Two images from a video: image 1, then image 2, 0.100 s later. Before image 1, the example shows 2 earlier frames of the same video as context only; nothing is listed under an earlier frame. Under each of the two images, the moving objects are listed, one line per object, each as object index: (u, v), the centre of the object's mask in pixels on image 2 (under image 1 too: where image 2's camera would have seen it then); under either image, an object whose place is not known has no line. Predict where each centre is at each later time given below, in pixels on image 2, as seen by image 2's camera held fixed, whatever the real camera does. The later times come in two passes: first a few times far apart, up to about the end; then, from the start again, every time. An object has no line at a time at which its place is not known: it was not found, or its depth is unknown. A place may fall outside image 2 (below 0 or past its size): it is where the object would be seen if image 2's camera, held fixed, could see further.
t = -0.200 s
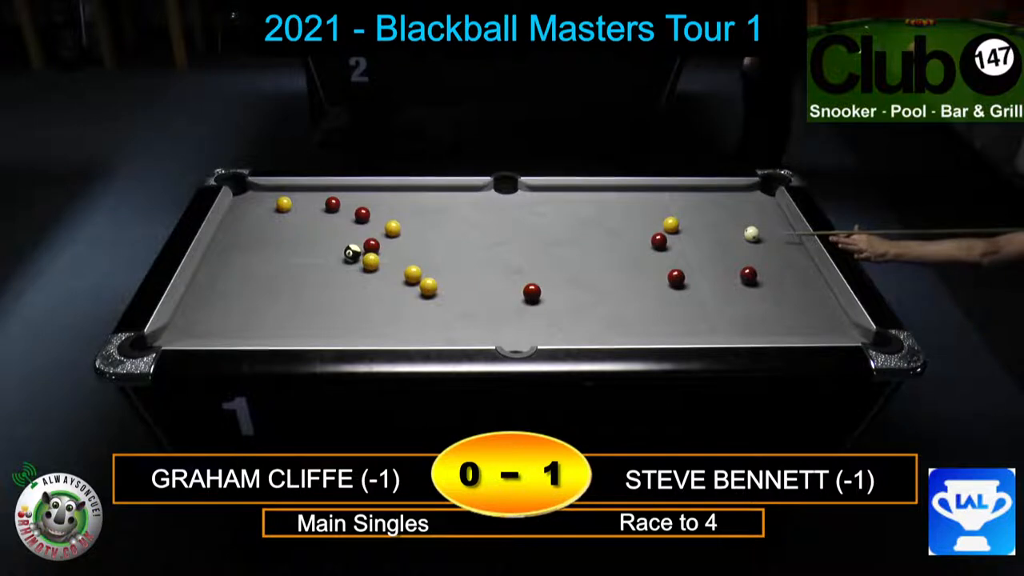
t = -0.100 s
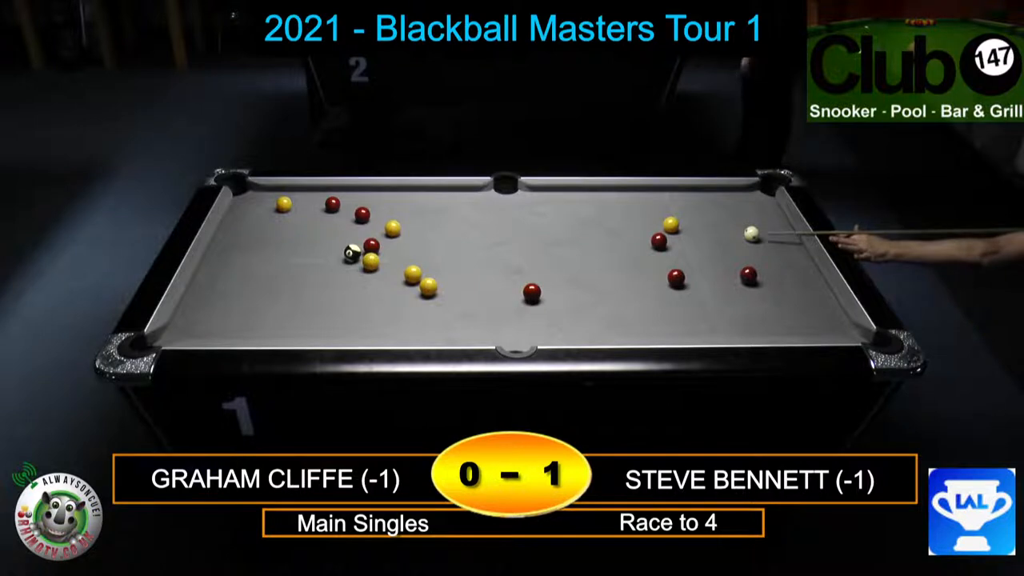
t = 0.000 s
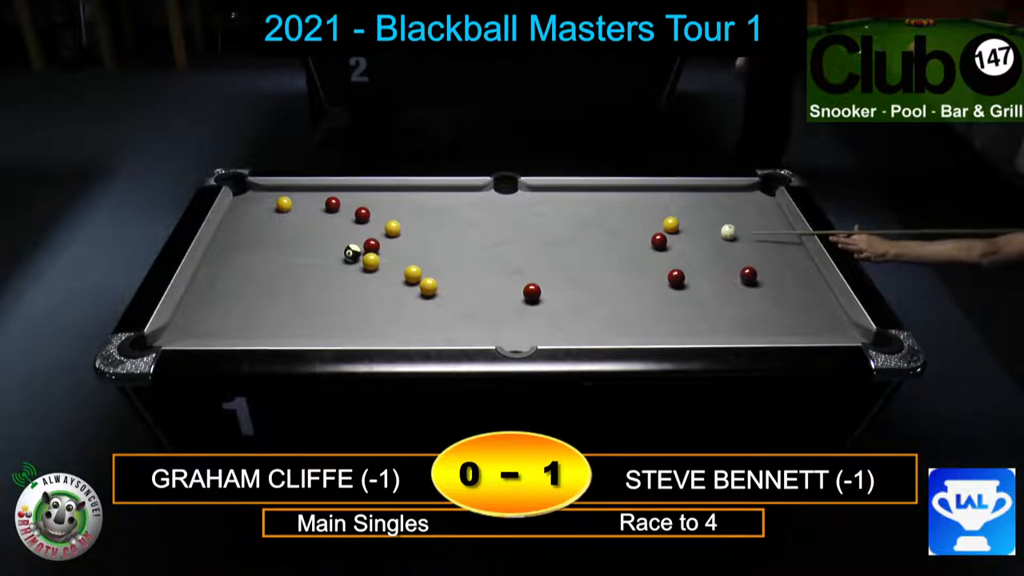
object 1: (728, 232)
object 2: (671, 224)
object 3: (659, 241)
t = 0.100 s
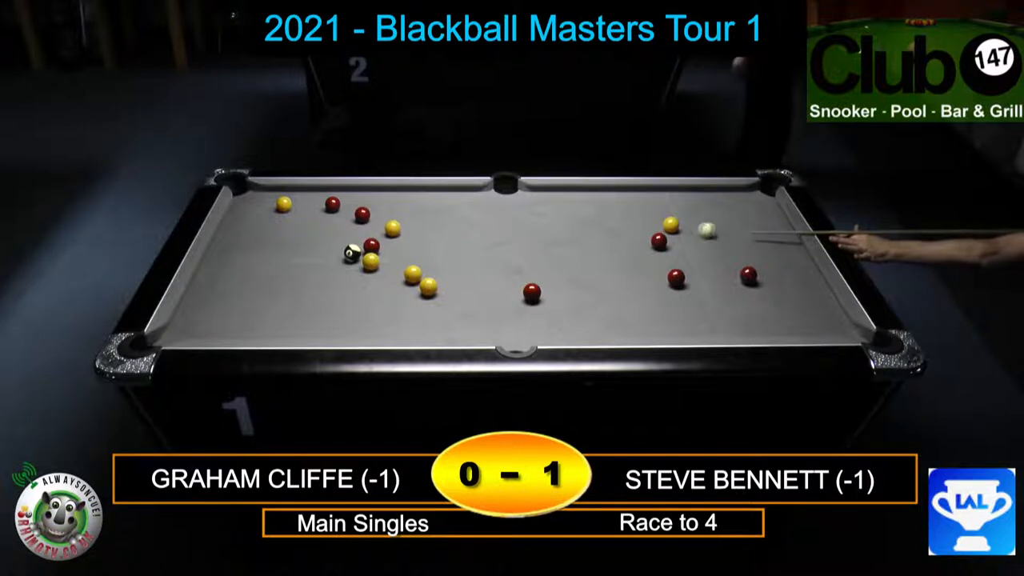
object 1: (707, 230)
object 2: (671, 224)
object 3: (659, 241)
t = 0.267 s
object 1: (683, 231)
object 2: (660, 222)
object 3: (659, 241)
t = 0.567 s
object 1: (669, 236)
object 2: (623, 213)
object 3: (657, 242)
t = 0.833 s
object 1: (666, 236)
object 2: (596, 208)
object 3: (650, 245)
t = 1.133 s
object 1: (666, 237)
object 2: (567, 201)
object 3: (644, 248)
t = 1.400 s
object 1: (666, 237)
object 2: (543, 196)
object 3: (639, 251)
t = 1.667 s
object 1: (666, 237)
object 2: (523, 192)
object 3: (636, 252)
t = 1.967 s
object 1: (666, 237)
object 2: (499, 187)
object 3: (634, 253)
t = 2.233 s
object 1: (666, 236)
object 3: (633, 254)
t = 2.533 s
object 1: (666, 236)
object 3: (633, 253)
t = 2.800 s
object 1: (666, 236)
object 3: (633, 253)
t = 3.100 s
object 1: (666, 236)
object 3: (633, 253)
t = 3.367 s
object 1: (666, 236)
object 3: (633, 253)
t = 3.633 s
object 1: (666, 236)
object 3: (633, 253)
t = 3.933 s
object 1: (666, 236)
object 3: (633, 253)
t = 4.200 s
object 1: (665, 236)
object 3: (633, 253)
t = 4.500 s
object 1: (665, 236)
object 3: (633, 253)
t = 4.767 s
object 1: (666, 236)
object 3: (633, 253)
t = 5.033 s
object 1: (665, 236)
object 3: (633, 253)
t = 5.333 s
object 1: (665, 236)
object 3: (633, 253)
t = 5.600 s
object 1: (665, 236)
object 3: (633, 253)
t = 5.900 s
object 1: (666, 236)
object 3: (633, 253)
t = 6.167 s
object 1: (666, 236)
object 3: (633, 253)
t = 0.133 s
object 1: (698, 229)
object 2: (671, 224)
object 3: (659, 241)
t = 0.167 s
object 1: (688, 229)
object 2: (671, 224)
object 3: (659, 241)
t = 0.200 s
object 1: (686, 229)
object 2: (668, 224)
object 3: (659, 241)
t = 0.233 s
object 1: (685, 230)
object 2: (664, 223)
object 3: (659, 241)
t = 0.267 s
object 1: (683, 231)
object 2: (660, 222)
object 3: (659, 241)
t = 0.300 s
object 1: (681, 232)
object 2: (656, 221)
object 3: (659, 241)
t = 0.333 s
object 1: (679, 233)
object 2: (650, 220)
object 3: (659, 241)
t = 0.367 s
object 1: (677, 233)
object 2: (646, 219)
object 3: (659, 241)
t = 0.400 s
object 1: (674, 234)
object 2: (642, 218)
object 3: (659, 241)
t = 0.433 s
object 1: (673, 234)
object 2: (640, 217)
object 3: (659, 241)
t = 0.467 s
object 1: (672, 235)
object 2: (637, 216)
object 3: (659, 241)
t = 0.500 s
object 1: (671, 235)
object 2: (632, 215)
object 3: (659, 241)
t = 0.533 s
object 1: (670, 236)
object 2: (627, 214)
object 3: (658, 242)
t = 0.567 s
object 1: (669, 236)
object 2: (623, 213)
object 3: (657, 242)
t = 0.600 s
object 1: (668, 236)
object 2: (620, 213)
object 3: (656, 243)
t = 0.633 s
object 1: (668, 236)
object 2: (618, 212)
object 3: (655, 243)
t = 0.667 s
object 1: (668, 236)
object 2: (614, 211)
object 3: (654, 243)
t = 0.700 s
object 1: (667, 236)
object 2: (610, 211)
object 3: (653, 243)
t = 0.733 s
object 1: (667, 236)
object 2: (606, 209)
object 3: (652, 244)
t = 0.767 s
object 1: (666, 236)
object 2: (602, 209)
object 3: (651, 244)
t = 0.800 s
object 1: (666, 236)
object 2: (599, 208)
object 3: (650, 245)
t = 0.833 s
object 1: (666, 236)
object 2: (596, 208)
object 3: (650, 245)
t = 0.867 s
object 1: (666, 236)
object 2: (594, 207)
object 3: (649, 245)
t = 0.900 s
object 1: (666, 236)
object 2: (590, 206)
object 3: (648, 246)
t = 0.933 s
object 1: (666, 236)
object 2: (586, 205)
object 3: (648, 246)
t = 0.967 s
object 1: (666, 236)
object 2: (582, 204)
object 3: (647, 247)
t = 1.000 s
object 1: (666, 236)
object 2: (579, 203)
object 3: (646, 247)
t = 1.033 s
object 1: (666, 237)
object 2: (577, 203)
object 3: (646, 247)
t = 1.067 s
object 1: (666, 236)
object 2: (574, 202)
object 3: (645, 247)
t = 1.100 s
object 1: (666, 237)
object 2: (570, 202)
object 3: (644, 248)
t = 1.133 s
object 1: (666, 237)
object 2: (567, 201)
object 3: (644, 248)
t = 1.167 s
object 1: (666, 237)
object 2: (563, 201)
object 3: (643, 249)
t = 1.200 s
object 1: (666, 237)
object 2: (560, 200)
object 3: (642, 249)
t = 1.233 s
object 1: (666, 237)
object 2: (558, 199)
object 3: (642, 249)
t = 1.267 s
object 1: (666, 237)
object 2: (556, 199)
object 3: (642, 249)
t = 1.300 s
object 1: (666, 237)
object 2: (552, 198)
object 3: (641, 249)
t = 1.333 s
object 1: (666, 237)
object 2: (549, 197)
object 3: (640, 250)
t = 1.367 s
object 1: (666, 237)
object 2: (545, 196)
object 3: (640, 250)
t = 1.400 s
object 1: (666, 237)
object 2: (543, 196)
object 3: (639, 251)
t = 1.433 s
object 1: (666, 237)
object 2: (541, 195)
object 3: (639, 251)
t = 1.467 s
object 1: (666, 237)
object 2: (539, 195)
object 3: (639, 251)
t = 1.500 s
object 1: (666, 237)
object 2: (535, 194)
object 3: (638, 251)
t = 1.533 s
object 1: (666, 237)
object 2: (532, 194)
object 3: (638, 251)
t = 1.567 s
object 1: (666, 237)
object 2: (529, 193)
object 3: (637, 251)
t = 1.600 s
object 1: (666, 237)
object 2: (527, 193)
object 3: (637, 252)
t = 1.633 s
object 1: (666, 237)
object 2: (525, 192)
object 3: (637, 252)
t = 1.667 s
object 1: (666, 237)
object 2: (523, 192)
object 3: (636, 252)
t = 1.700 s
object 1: (666, 237)
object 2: (520, 191)
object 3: (636, 252)
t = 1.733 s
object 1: (666, 237)
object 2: (516, 190)
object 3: (636, 252)
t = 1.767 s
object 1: (666, 237)
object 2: (513, 190)
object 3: (635, 252)
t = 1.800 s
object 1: (666, 237)
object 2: (511, 189)
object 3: (635, 252)
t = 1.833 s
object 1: (666, 237)
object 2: (510, 189)
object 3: (635, 253)
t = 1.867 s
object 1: (666, 237)
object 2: (508, 189)
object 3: (635, 253)
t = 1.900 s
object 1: (666, 237)
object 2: (505, 188)
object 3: (634, 253)
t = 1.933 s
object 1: (666, 237)
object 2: (502, 187)
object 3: (634, 253)
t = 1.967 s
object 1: (666, 237)
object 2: (499, 187)
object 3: (634, 253)
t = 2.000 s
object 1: (666, 237)
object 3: (634, 253)
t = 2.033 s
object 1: (666, 237)
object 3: (634, 253)
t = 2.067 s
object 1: (666, 236)
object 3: (633, 253)
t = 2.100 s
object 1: (666, 236)
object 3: (633, 253)
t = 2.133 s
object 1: (666, 236)
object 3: (633, 253)
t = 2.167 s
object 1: (666, 236)
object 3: (633, 253)
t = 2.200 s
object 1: (666, 236)
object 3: (633, 254)
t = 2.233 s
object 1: (666, 236)
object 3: (633, 254)
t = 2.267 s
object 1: (666, 236)
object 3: (633, 254)
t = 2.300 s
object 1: (666, 236)
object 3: (633, 253)
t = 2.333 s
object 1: (666, 236)
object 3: (633, 253)
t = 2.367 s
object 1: (666, 236)
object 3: (633, 253)
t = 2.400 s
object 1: (666, 236)
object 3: (633, 253)
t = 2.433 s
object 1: (666, 236)
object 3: (633, 253)
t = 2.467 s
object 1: (666, 236)
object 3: (633, 253)
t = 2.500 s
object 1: (666, 236)
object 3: (633, 253)
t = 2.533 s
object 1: (666, 236)
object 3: (633, 253)
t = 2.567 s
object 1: (666, 236)
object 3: (633, 253)
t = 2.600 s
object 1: (666, 236)
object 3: (633, 253)
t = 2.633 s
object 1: (666, 236)
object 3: (633, 253)
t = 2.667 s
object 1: (666, 236)
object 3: (633, 253)
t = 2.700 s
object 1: (666, 236)
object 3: (633, 253)
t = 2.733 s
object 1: (666, 236)
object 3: (633, 253)
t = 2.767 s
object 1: (666, 236)
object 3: (633, 253)
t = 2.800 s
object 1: (666, 236)
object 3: (633, 253)
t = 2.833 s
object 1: (666, 236)
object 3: (633, 253)
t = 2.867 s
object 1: (666, 236)
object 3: (633, 253)
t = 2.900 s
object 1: (666, 236)
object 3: (633, 253)
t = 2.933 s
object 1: (666, 236)
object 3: (633, 253)
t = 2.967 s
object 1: (666, 236)
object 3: (633, 253)
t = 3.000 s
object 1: (666, 236)
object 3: (633, 253)
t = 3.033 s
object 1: (666, 236)
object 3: (633, 253)
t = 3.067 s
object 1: (666, 236)
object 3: (633, 253)
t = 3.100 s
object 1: (666, 236)
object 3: (633, 253)
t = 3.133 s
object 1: (666, 236)
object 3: (633, 253)
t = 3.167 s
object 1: (666, 236)
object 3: (633, 253)
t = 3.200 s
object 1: (666, 236)
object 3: (633, 253)
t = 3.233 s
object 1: (666, 236)
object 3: (633, 253)
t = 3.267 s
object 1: (666, 236)
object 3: (633, 253)
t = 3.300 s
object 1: (666, 237)
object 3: (633, 253)
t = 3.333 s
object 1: (666, 236)
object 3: (633, 253)
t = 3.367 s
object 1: (666, 236)
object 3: (633, 253)
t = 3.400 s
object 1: (666, 236)
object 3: (633, 253)
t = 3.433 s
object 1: (666, 236)
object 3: (633, 253)
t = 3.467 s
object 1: (666, 236)
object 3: (633, 253)
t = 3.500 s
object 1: (666, 236)
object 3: (633, 253)
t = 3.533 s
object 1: (666, 236)
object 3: (633, 253)
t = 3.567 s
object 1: (666, 236)
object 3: (633, 253)
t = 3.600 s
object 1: (666, 236)
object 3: (633, 253)
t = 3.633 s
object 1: (666, 236)
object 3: (633, 253)
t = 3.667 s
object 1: (666, 236)
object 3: (633, 253)
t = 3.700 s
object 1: (666, 236)
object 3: (633, 253)
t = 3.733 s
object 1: (666, 236)
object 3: (633, 253)
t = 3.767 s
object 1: (666, 236)
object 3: (633, 253)
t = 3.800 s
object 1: (666, 236)
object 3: (633, 253)
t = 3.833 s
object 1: (666, 236)
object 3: (633, 253)
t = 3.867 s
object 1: (666, 236)
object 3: (633, 253)
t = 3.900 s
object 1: (666, 236)
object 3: (633, 253)
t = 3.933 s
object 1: (666, 236)
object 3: (633, 253)
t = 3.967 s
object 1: (666, 236)
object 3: (633, 253)
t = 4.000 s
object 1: (666, 236)
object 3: (633, 253)
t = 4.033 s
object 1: (665, 236)
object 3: (633, 253)
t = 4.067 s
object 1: (666, 236)
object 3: (633, 253)
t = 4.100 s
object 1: (666, 236)
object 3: (633, 253)
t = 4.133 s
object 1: (666, 236)
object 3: (633, 253)
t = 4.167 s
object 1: (665, 236)
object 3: (633, 253)
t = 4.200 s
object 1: (665, 236)
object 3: (633, 253)
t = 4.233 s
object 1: (665, 236)
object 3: (633, 253)
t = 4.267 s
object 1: (666, 236)
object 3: (633, 253)
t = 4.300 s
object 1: (665, 236)
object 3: (633, 253)
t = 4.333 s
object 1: (666, 236)
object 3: (633, 253)
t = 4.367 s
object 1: (665, 236)
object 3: (633, 253)
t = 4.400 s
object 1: (665, 236)
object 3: (633, 253)
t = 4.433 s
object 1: (665, 236)
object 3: (633, 253)
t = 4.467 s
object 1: (666, 236)
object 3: (633, 253)
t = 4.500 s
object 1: (665, 236)
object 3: (633, 253)
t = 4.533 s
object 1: (665, 236)
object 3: (633, 253)
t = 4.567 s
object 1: (666, 236)
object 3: (633, 253)
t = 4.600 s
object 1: (665, 236)
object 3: (633, 253)
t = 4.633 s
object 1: (665, 236)
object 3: (633, 253)
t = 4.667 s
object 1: (665, 236)
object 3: (633, 253)
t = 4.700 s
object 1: (665, 236)
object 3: (633, 253)
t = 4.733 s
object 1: (666, 236)
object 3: (633, 253)
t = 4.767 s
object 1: (666, 236)
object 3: (633, 253)
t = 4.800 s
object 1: (666, 236)
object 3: (633, 253)
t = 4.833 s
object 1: (666, 236)
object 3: (633, 253)
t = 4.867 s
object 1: (666, 236)
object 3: (633, 253)
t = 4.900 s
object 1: (666, 236)
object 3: (633, 253)
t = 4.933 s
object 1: (666, 236)
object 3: (633, 253)
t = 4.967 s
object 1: (666, 236)
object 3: (633, 253)
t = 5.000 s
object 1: (665, 236)
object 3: (633, 253)
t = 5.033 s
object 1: (665, 236)
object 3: (633, 253)
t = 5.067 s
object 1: (666, 236)
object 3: (633, 253)
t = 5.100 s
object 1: (666, 236)
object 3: (633, 253)
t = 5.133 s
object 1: (665, 236)
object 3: (633, 253)
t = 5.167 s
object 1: (665, 236)
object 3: (633, 253)
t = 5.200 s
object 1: (666, 236)
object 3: (633, 253)
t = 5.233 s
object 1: (665, 236)
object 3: (633, 253)
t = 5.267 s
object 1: (666, 236)
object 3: (633, 253)
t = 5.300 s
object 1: (666, 236)
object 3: (633, 253)
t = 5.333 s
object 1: (665, 236)
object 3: (633, 253)
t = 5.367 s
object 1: (665, 236)
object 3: (633, 253)
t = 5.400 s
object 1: (665, 236)
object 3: (633, 253)
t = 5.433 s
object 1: (665, 236)
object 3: (633, 253)
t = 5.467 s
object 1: (665, 236)
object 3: (633, 253)
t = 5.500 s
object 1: (665, 236)
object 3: (633, 253)
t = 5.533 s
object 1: (665, 236)
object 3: (633, 253)
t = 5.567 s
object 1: (665, 236)
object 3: (633, 253)
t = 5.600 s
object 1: (665, 236)
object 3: (633, 253)
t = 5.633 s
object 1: (665, 236)
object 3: (633, 253)
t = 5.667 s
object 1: (665, 236)
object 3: (633, 253)
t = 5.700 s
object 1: (665, 236)
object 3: (633, 253)
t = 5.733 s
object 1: (665, 236)
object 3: (633, 253)
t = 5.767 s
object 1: (665, 236)
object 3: (633, 253)
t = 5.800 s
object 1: (665, 236)
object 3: (633, 253)
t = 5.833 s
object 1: (665, 236)
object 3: (633, 253)
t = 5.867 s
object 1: (665, 236)
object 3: (633, 253)
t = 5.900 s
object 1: (666, 236)
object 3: (633, 253)
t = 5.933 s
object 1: (666, 236)
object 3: (633, 253)
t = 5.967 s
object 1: (665, 236)
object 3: (633, 253)
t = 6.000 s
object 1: (665, 236)
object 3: (633, 253)
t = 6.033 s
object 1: (665, 236)
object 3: (633, 253)
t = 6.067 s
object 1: (665, 237)
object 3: (633, 253)
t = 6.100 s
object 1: (665, 236)
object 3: (633, 253)
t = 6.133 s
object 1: (666, 236)
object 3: (633, 253)
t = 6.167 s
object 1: (666, 236)
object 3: (633, 253)
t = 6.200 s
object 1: (665, 236)
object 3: (633, 253)
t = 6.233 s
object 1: (666, 236)
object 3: (633, 253)
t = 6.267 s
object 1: (665, 236)
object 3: (633, 253)
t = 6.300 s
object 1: (666, 236)
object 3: (632, 253)
